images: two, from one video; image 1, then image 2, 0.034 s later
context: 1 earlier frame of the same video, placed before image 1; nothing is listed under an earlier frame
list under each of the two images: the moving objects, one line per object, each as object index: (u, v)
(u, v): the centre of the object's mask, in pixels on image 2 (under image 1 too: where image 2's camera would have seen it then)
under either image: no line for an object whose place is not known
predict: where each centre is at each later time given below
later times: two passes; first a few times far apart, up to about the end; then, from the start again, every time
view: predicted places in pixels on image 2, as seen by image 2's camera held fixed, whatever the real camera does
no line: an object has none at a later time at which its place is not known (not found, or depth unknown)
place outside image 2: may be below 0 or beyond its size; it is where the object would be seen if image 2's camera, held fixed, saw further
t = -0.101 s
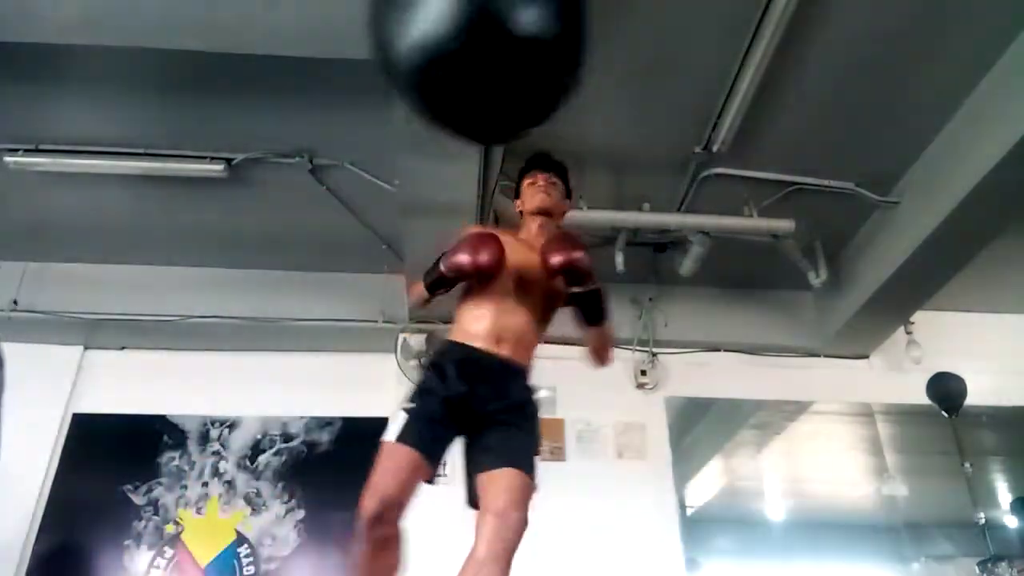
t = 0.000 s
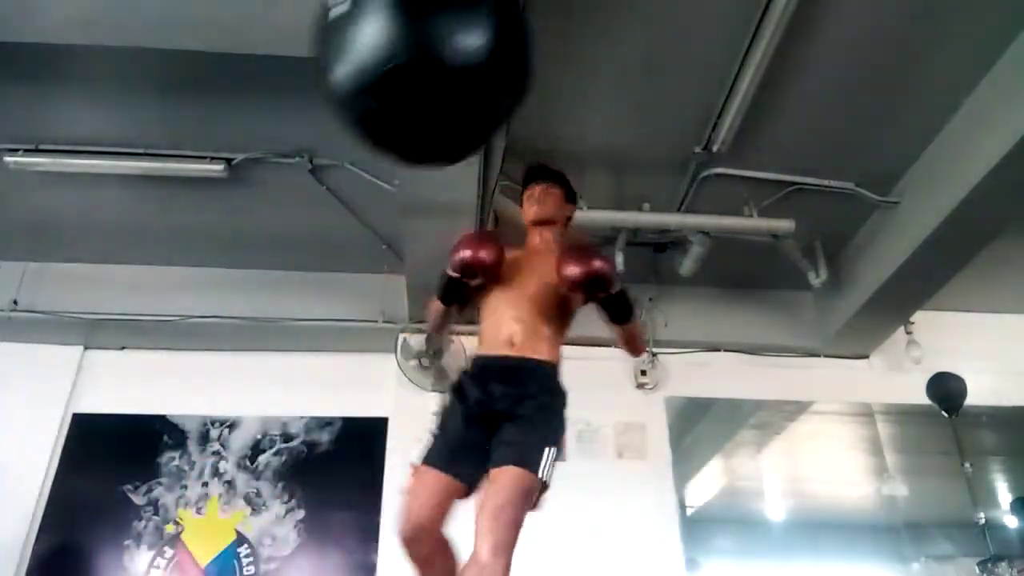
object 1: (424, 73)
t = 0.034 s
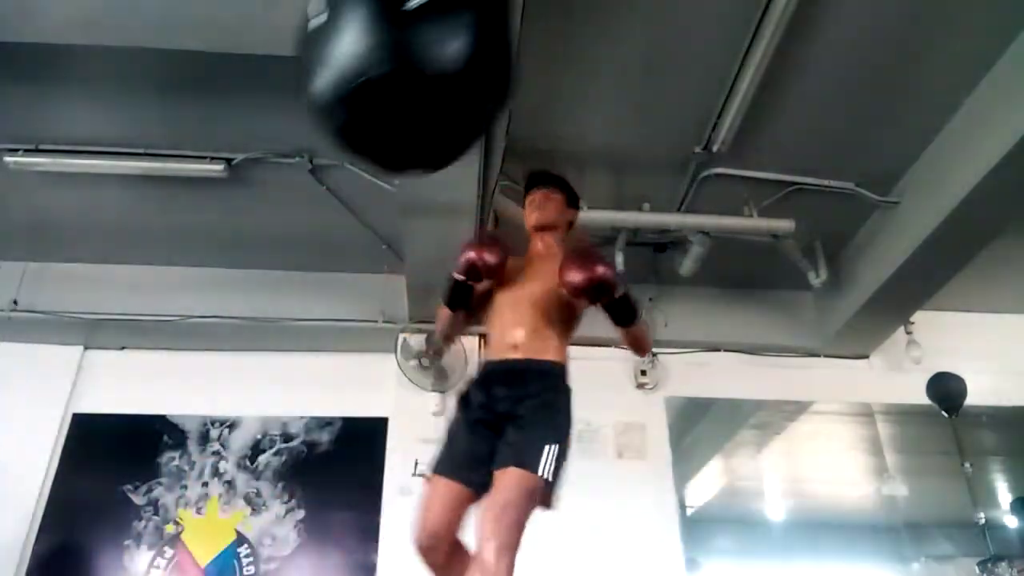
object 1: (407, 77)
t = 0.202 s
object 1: (330, 98)
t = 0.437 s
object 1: (289, 121)
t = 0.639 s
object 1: (296, 141)
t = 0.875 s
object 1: (349, 150)
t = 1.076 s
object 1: (421, 150)
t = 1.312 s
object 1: (516, 110)
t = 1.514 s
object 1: (575, 70)
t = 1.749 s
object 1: (573, 45)
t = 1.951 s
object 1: (505, 50)
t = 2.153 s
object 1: (408, 75)
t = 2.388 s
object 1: (325, 109)
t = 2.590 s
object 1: (303, 134)
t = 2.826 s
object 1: (322, 153)
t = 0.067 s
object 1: (388, 81)
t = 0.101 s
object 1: (372, 85)
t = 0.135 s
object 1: (357, 91)
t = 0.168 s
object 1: (342, 94)
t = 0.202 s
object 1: (330, 98)
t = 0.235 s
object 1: (319, 103)
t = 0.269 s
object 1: (310, 107)
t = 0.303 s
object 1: (303, 110)
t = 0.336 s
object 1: (297, 112)
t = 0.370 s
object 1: (293, 116)
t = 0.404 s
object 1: (290, 119)
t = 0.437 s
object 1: (289, 121)
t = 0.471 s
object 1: (288, 124)
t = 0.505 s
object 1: (288, 126)
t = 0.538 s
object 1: (288, 130)
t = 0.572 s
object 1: (290, 134)
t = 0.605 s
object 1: (292, 138)
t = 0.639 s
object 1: (296, 141)
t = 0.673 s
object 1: (302, 144)
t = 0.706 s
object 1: (309, 145)
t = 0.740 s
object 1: (316, 145)
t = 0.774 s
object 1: (323, 145)
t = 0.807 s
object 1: (331, 148)
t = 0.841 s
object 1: (339, 150)
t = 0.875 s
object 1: (349, 150)
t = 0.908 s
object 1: (359, 148)
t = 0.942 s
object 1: (370, 150)
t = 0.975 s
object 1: (382, 150)
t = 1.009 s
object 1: (395, 150)
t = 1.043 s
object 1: (407, 152)
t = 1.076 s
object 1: (421, 150)
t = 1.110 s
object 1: (434, 147)
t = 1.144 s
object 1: (447, 143)
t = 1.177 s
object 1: (461, 138)
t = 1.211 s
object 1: (475, 132)
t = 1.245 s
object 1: (489, 125)
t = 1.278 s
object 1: (503, 116)
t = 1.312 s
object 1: (516, 110)
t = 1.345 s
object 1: (528, 103)
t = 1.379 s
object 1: (540, 96)
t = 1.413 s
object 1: (550, 88)
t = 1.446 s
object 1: (560, 82)
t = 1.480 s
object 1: (568, 76)
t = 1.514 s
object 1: (575, 70)
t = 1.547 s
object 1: (580, 65)
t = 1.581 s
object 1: (583, 59)
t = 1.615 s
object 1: (585, 56)
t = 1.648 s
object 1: (584, 52)
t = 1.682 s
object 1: (583, 50)
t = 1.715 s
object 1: (579, 47)
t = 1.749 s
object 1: (573, 45)
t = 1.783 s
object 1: (566, 46)
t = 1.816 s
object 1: (556, 45)
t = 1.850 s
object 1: (546, 46)
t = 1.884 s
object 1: (533, 47)
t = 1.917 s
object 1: (521, 48)
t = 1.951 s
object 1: (505, 50)
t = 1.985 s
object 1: (490, 53)
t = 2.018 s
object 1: (475, 56)
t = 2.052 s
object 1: (457, 61)
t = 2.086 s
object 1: (440, 66)
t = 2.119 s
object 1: (424, 70)
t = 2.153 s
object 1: (408, 75)
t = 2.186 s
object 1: (392, 81)
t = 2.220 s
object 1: (377, 87)
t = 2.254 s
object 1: (362, 94)
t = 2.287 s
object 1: (352, 97)
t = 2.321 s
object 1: (342, 102)
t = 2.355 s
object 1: (333, 106)
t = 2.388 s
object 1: (325, 109)
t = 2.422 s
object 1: (317, 114)
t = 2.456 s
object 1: (312, 119)
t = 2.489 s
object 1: (308, 123)
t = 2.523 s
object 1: (306, 126)
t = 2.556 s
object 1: (304, 130)
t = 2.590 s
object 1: (303, 134)
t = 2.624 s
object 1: (303, 137)
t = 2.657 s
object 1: (304, 139)
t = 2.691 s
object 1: (306, 143)
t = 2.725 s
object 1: (309, 146)
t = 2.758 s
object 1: (313, 148)
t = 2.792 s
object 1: (318, 150)
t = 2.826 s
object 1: (322, 153)
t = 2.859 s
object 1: (328, 155)
